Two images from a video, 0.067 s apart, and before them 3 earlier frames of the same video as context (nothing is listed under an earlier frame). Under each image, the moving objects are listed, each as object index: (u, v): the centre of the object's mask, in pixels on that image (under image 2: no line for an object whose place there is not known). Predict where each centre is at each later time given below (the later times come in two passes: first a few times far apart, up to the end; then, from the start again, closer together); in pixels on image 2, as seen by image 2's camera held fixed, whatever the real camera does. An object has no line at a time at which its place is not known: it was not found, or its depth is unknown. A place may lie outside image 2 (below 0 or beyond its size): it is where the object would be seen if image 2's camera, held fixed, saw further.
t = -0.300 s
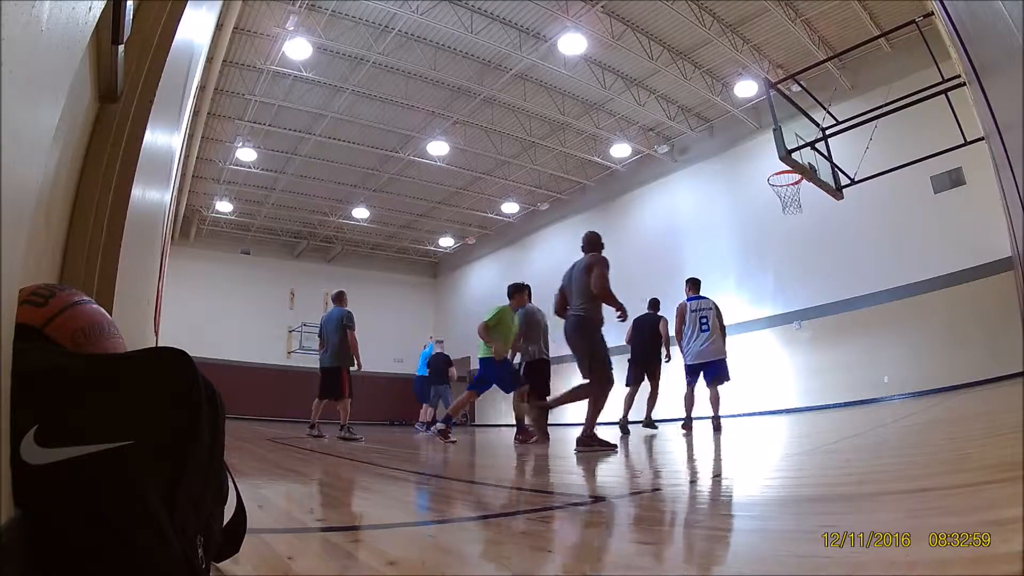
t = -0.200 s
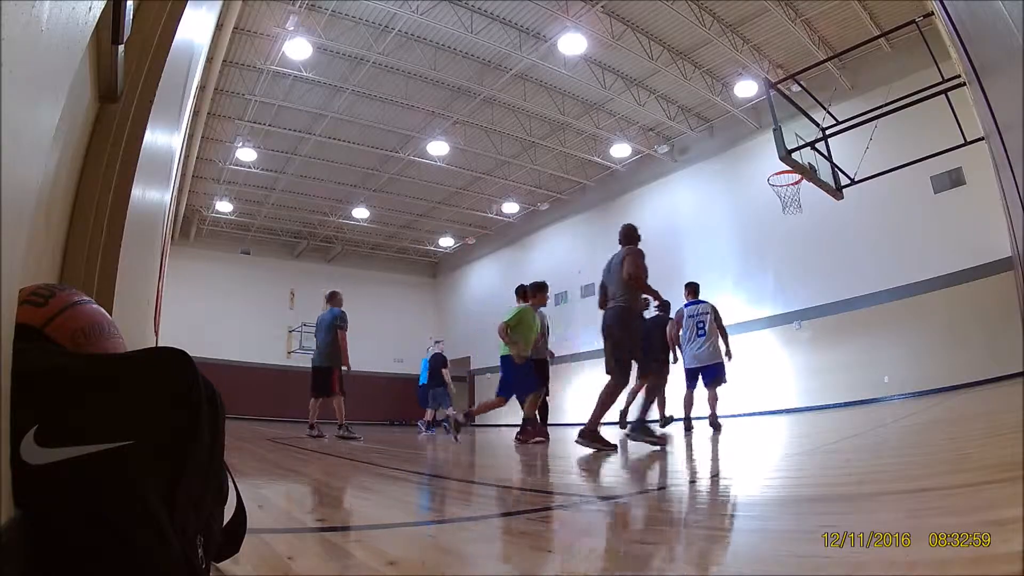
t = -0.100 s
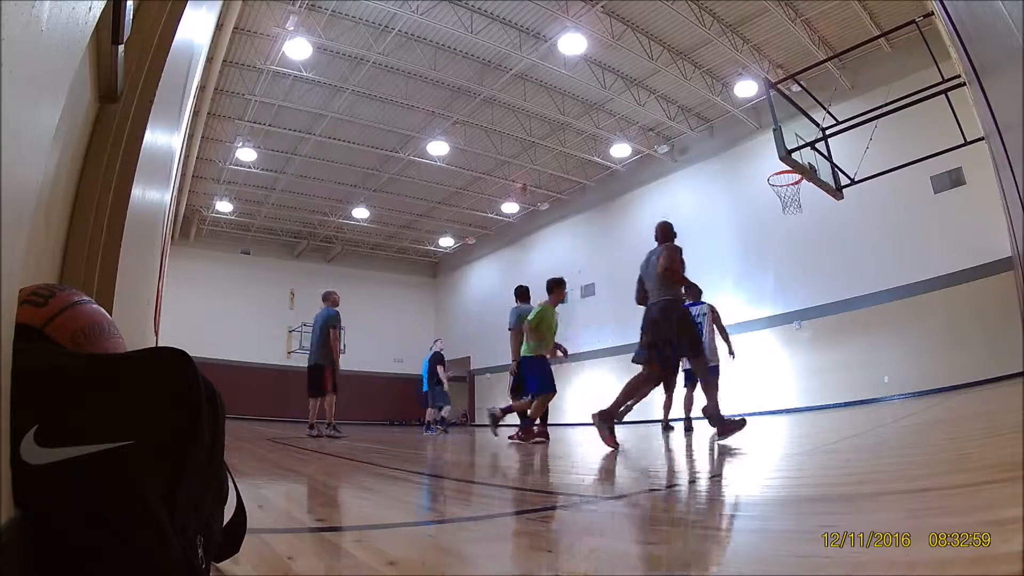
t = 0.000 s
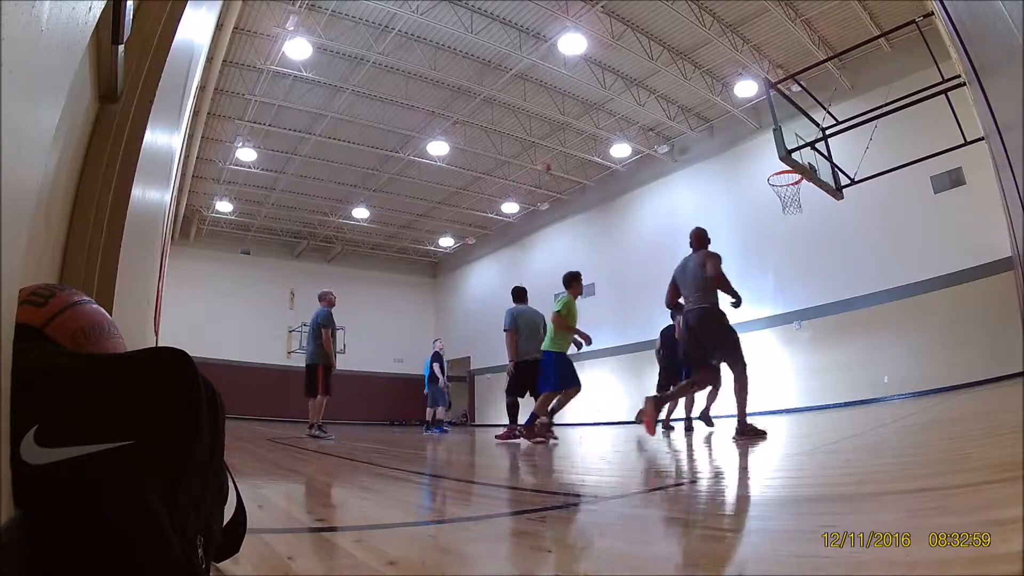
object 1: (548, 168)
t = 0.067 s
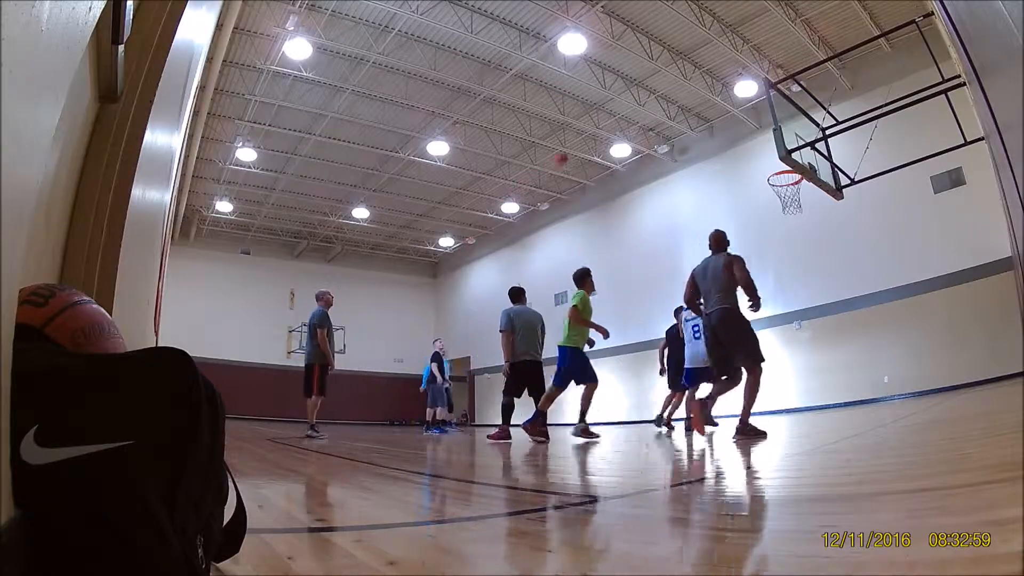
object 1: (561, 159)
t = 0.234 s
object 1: (605, 141)
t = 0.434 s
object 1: (674, 140)
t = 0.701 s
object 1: (777, 168)
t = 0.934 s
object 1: (773, 167)
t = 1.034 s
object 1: (758, 182)
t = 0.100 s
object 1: (570, 155)
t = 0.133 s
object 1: (579, 149)
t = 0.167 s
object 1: (588, 147)
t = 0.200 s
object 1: (598, 144)
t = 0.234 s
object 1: (605, 141)
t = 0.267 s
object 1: (619, 138)
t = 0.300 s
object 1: (629, 137)
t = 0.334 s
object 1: (640, 138)
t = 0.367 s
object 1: (652, 137)
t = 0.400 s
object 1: (662, 139)
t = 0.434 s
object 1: (674, 140)
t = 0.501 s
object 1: (699, 145)
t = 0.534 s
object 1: (712, 149)
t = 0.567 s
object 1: (726, 153)
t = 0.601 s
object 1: (740, 159)
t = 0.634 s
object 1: (755, 165)
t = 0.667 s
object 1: (769, 172)
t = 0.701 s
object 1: (777, 168)
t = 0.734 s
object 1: (783, 166)
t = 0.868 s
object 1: (783, 166)
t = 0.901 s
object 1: (778, 165)
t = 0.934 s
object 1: (773, 167)
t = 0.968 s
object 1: (768, 172)
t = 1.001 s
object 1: (763, 177)
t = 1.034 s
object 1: (758, 182)
